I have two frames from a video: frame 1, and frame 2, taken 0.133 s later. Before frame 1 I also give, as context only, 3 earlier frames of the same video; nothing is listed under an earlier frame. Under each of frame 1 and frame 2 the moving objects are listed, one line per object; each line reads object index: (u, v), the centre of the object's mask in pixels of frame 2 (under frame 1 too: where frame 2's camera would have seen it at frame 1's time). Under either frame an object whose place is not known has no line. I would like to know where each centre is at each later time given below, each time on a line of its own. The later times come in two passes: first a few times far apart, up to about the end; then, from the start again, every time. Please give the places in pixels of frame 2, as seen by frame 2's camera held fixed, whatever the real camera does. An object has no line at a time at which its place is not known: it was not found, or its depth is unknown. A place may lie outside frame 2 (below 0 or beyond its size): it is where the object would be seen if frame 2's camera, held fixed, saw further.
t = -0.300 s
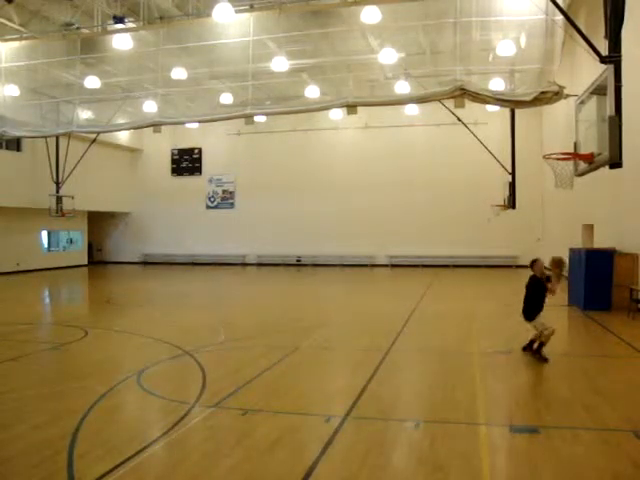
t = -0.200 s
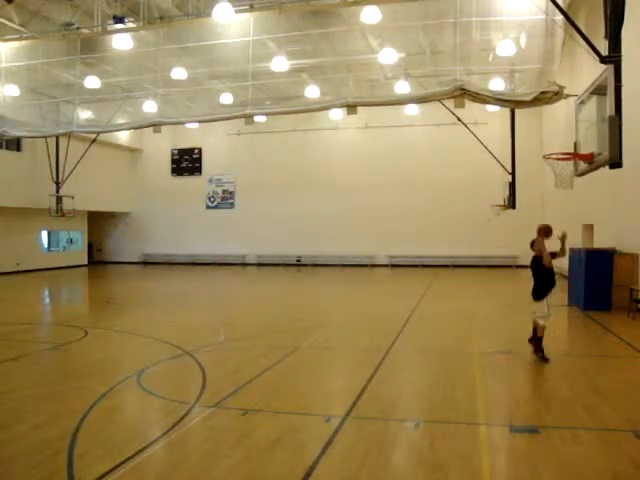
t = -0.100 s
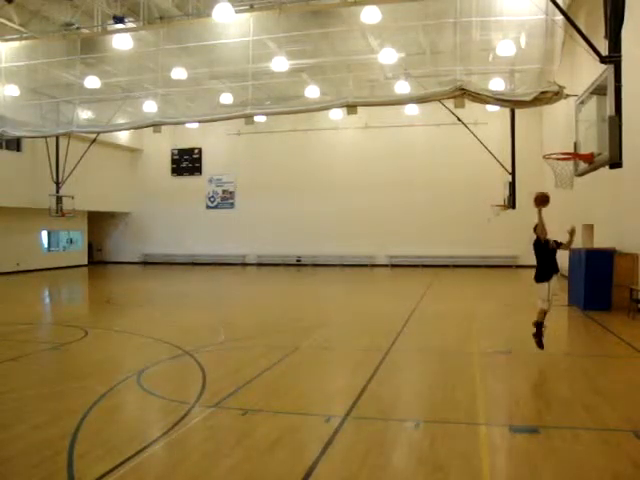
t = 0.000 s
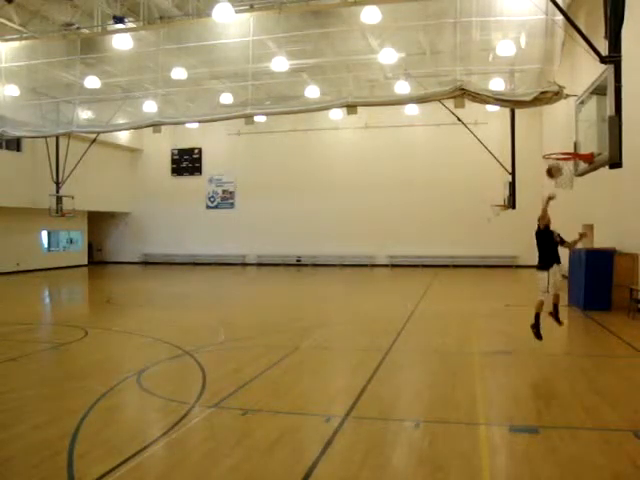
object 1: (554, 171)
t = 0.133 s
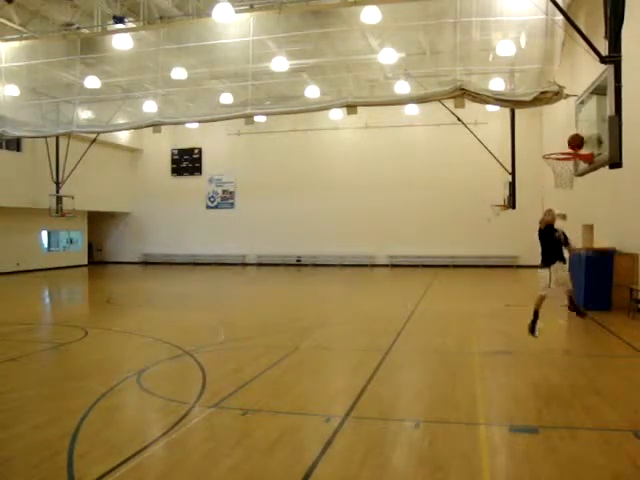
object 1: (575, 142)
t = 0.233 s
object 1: (566, 141)
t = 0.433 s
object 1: (554, 150)
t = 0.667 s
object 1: (564, 168)
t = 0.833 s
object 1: (573, 197)
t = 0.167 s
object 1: (573, 141)
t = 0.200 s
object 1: (569, 140)
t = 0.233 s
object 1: (566, 141)
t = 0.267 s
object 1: (563, 142)
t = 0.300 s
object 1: (559, 144)
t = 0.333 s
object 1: (556, 147)
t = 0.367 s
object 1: (553, 150)
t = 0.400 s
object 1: (553, 150)
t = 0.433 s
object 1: (554, 150)
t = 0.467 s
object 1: (555, 151)
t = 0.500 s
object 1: (555, 153)
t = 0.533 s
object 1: (556, 156)
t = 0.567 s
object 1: (558, 158)
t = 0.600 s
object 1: (560, 161)
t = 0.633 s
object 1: (562, 165)
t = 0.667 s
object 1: (564, 168)
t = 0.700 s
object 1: (566, 174)
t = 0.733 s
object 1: (568, 178)
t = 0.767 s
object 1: (570, 184)
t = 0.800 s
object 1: (571, 190)
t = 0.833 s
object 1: (573, 197)
